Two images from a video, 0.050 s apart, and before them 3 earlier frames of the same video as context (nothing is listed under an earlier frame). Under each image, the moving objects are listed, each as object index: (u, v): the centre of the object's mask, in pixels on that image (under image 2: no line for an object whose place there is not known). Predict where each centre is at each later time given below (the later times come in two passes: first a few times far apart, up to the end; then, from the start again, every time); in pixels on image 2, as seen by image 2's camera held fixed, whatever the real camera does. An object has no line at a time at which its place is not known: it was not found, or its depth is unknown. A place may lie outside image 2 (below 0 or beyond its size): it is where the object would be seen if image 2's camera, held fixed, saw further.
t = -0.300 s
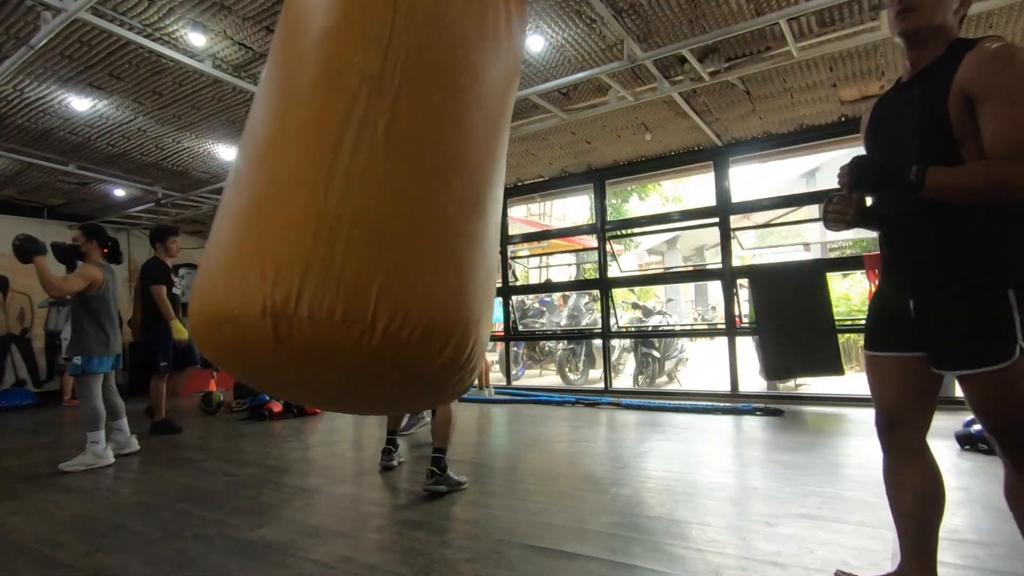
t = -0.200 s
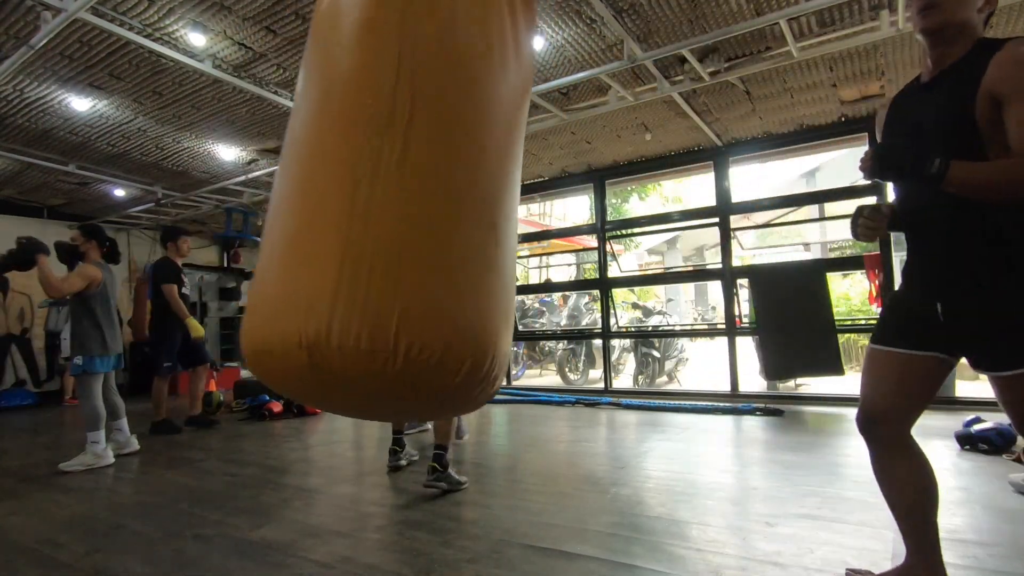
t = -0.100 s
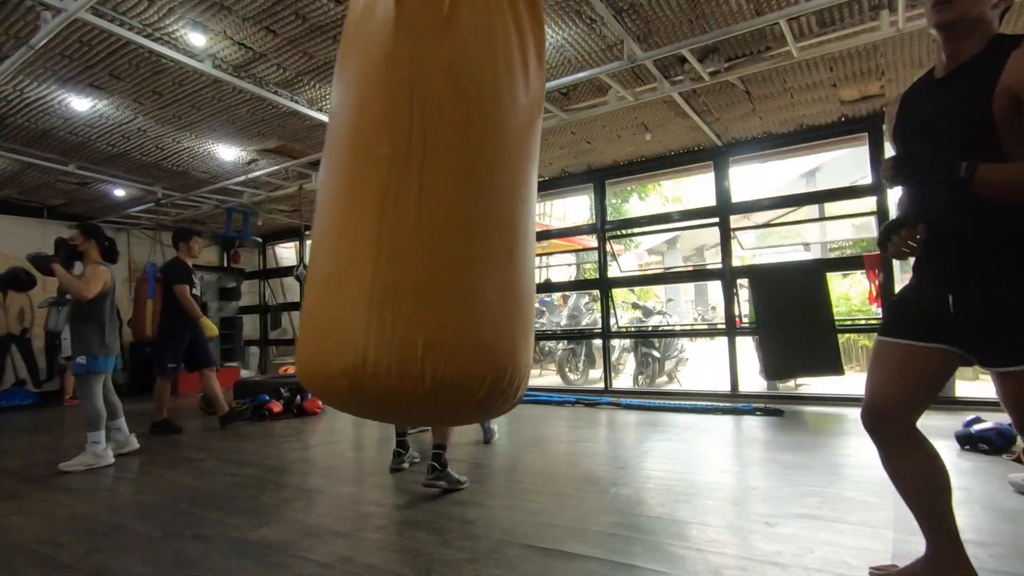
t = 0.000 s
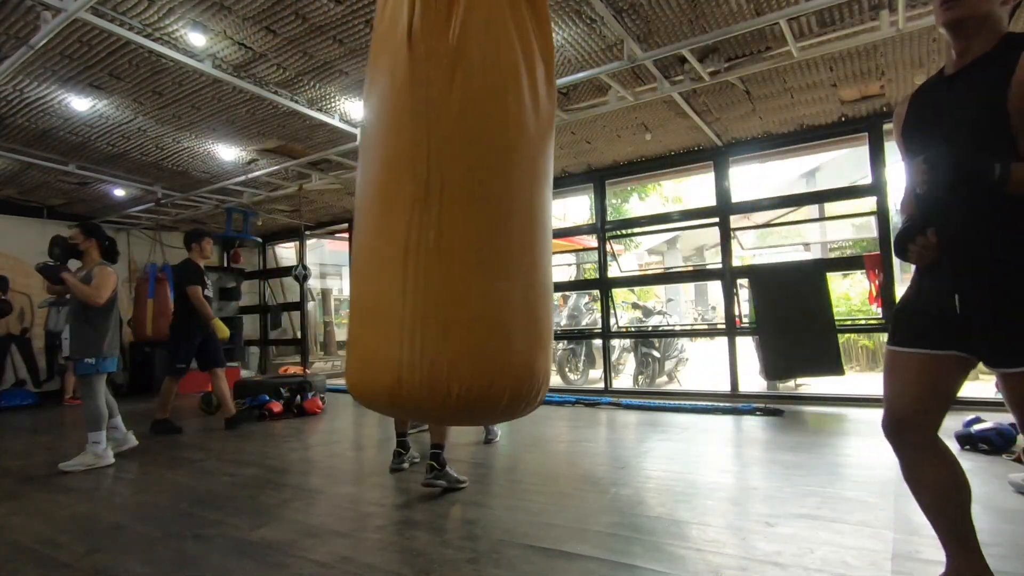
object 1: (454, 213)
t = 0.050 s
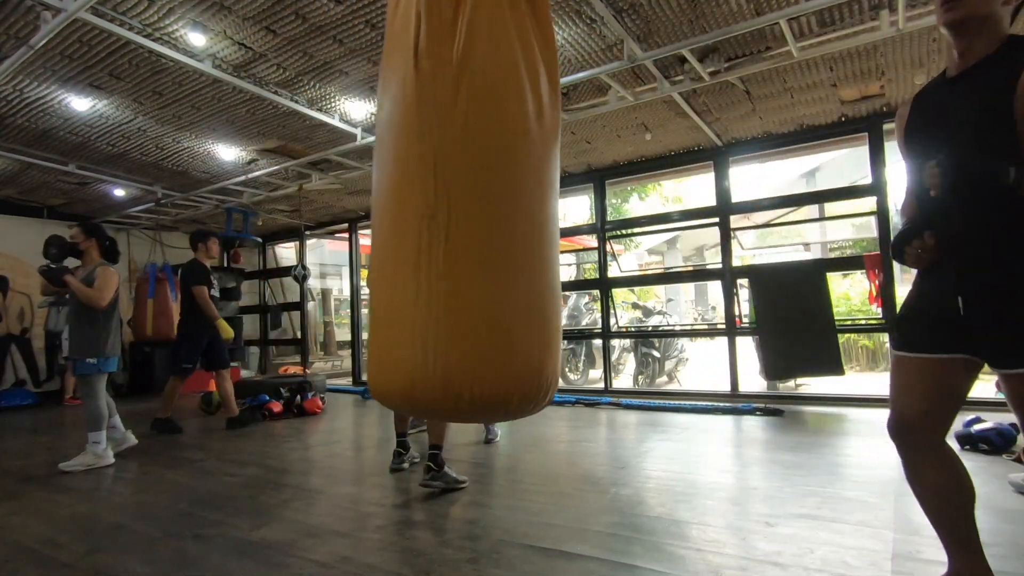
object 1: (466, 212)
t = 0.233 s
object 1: (499, 202)
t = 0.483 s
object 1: (524, 187)
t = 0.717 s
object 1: (532, 174)
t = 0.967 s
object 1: (532, 175)
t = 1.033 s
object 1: (530, 178)
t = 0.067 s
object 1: (470, 212)
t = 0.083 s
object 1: (473, 211)
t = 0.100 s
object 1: (476, 210)
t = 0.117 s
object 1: (480, 209)
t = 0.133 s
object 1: (483, 208)
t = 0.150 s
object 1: (486, 207)
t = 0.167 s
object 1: (489, 207)
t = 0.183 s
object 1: (491, 205)
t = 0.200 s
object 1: (494, 204)
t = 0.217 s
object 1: (496, 203)
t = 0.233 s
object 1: (499, 202)
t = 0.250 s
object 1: (501, 201)
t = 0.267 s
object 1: (503, 200)
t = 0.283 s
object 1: (505, 199)
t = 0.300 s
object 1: (507, 198)
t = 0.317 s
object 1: (509, 197)
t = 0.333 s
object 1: (511, 196)
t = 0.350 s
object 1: (513, 195)
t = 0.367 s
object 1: (514, 194)
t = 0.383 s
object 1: (516, 192)
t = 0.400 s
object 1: (518, 192)
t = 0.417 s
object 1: (519, 191)
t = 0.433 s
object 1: (520, 190)
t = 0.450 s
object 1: (522, 189)
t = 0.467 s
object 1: (523, 188)
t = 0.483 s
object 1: (524, 187)
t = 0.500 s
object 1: (525, 186)
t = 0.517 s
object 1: (526, 185)
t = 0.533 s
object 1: (527, 184)
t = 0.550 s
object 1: (527, 183)
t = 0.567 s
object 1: (528, 182)
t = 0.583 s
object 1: (529, 181)
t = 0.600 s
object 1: (529, 180)
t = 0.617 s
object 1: (530, 179)
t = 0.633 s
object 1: (531, 178)
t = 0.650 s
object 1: (531, 177)
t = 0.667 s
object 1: (532, 176)
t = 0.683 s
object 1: (532, 175)
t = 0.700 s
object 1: (532, 174)
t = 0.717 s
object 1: (532, 174)
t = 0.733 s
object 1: (533, 173)
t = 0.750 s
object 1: (535, 174)
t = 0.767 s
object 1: (535, 174)
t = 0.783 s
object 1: (535, 174)
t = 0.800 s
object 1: (535, 173)
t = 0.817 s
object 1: (535, 173)
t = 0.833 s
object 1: (535, 173)
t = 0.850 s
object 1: (535, 173)
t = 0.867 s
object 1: (534, 173)
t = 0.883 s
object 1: (534, 173)
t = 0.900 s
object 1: (534, 174)
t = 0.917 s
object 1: (534, 174)
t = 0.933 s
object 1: (533, 174)
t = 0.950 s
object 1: (533, 175)
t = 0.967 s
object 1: (532, 175)
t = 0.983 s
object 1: (532, 176)
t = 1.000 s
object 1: (531, 176)
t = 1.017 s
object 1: (531, 177)
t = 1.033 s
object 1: (530, 178)
